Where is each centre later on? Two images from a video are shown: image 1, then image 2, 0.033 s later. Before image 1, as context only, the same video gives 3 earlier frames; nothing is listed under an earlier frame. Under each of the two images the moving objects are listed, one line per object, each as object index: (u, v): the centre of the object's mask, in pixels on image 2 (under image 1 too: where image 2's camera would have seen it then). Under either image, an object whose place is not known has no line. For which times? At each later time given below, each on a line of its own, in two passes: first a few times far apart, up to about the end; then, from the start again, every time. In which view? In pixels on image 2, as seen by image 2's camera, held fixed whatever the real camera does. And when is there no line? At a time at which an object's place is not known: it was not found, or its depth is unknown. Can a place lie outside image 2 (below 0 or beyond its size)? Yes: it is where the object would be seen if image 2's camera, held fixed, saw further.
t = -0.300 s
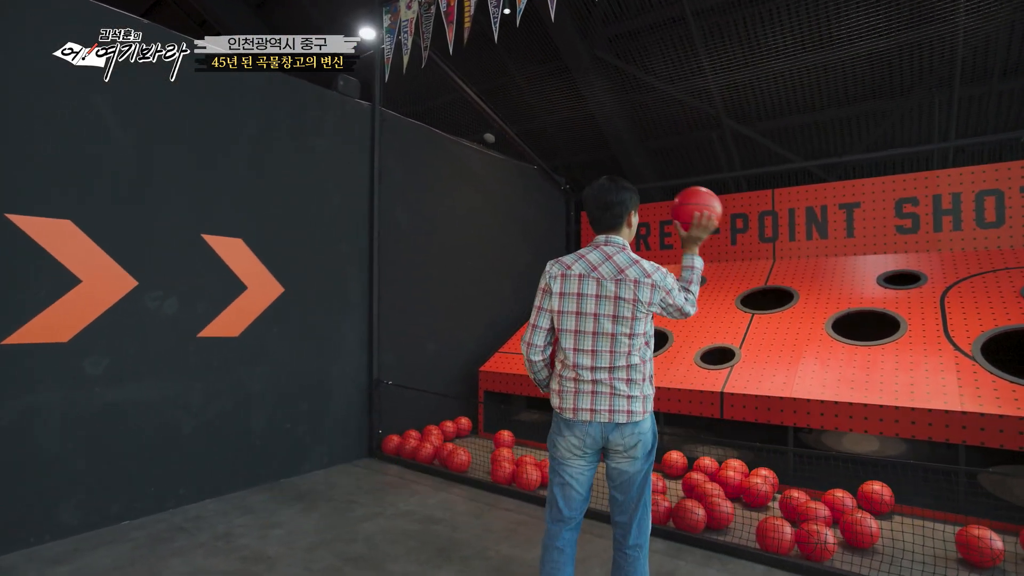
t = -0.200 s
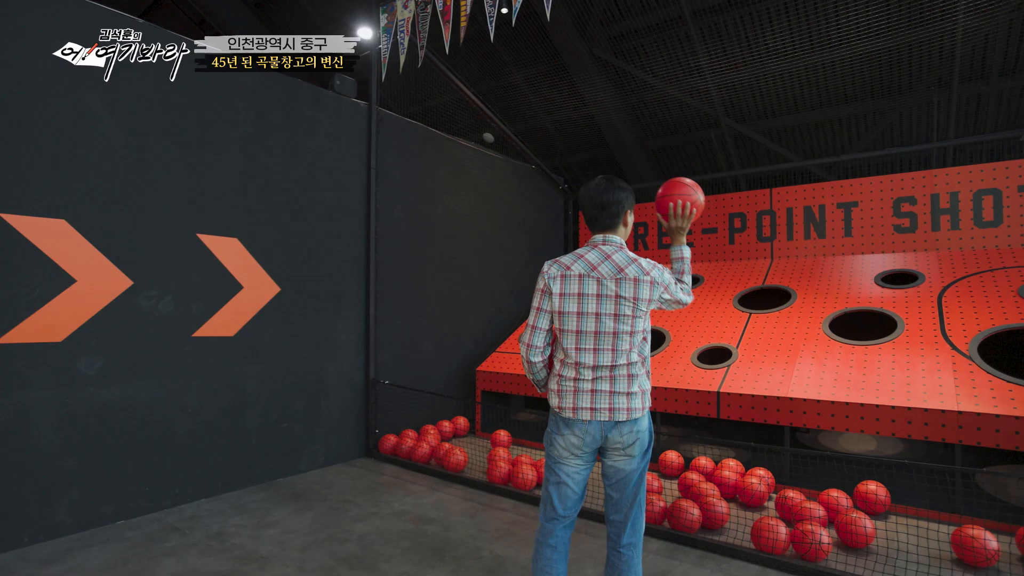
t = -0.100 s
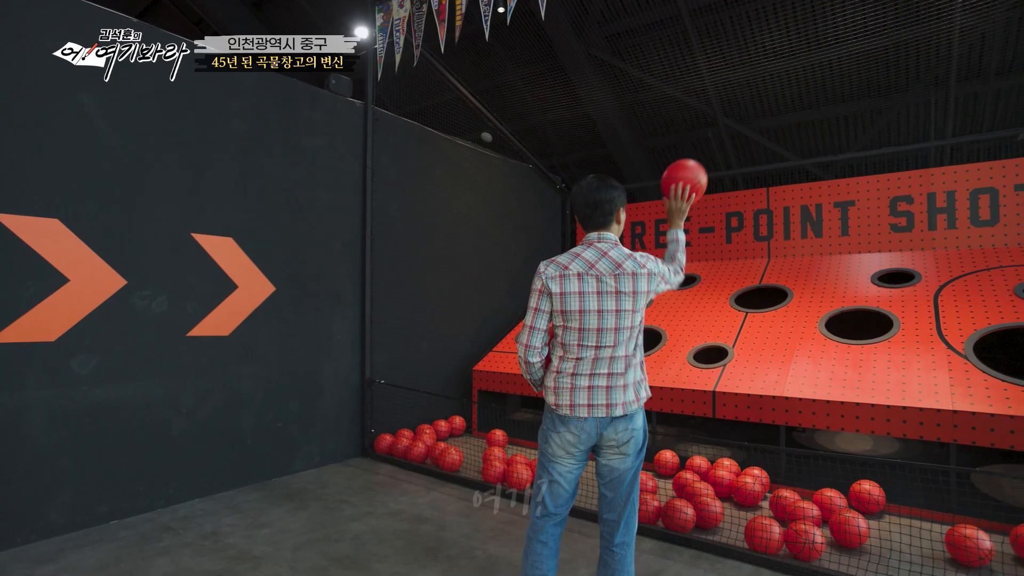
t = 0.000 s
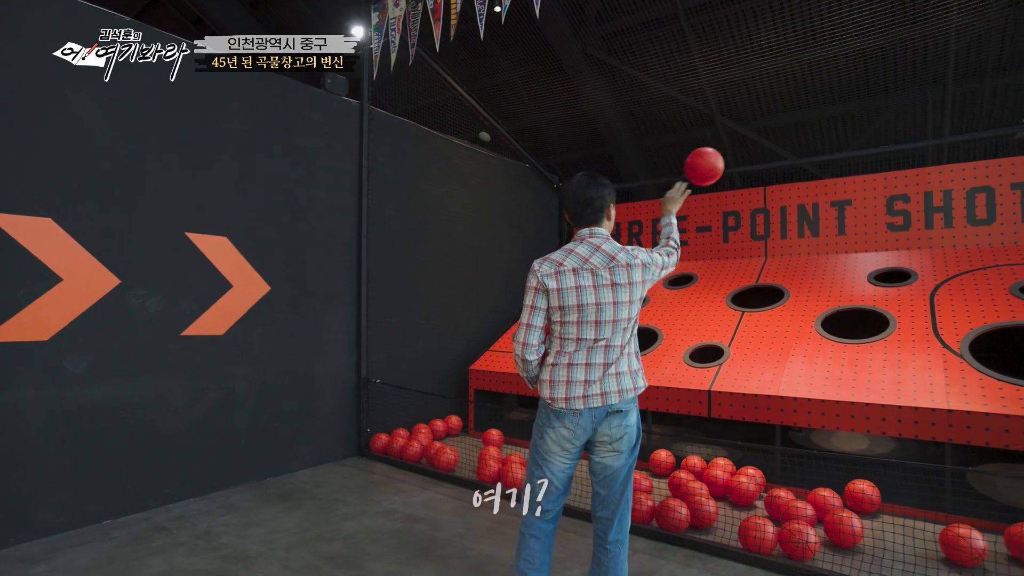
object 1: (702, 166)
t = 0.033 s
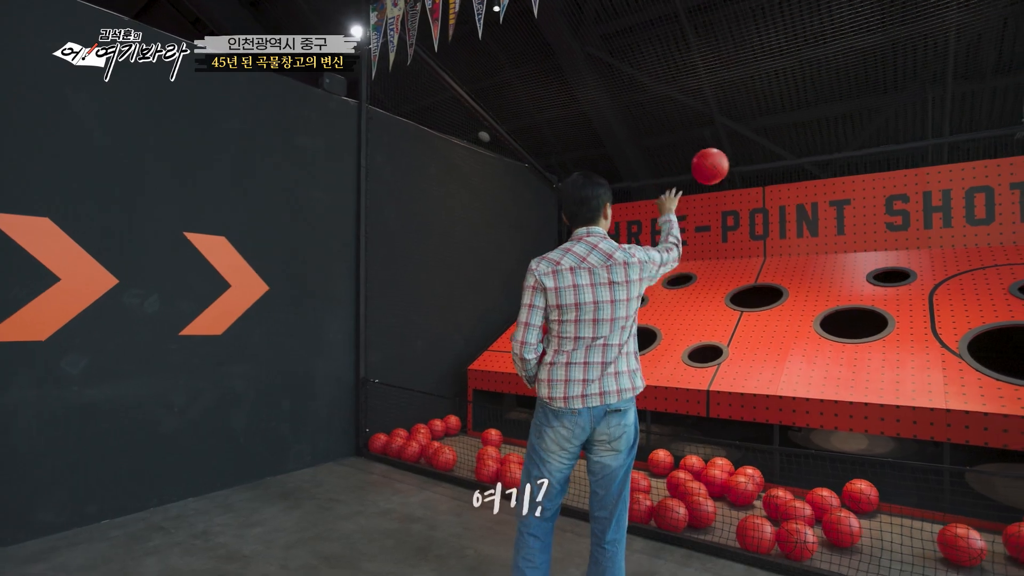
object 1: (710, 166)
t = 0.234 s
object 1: (740, 199)
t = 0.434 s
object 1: (757, 261)
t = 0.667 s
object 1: (751, 299)
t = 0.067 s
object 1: (716, 169)
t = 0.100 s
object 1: (722, 172)
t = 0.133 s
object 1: (728, 177)
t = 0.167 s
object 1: (734, 183)
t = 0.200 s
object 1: (740, 191)
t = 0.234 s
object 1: (740, 199)
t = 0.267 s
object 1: (745, 207)
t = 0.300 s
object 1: (749, 217)
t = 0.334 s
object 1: (750, 227)
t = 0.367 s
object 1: (752, 238)
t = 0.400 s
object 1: (755, 249)
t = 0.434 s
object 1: (757, 261)
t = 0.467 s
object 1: (759, 274)
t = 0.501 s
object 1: (762, 287)
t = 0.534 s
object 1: (763, 297)
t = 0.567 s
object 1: (760, 297)
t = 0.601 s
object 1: (756, 297)
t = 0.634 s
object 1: (754, 298)
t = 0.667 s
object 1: (751, 299)
